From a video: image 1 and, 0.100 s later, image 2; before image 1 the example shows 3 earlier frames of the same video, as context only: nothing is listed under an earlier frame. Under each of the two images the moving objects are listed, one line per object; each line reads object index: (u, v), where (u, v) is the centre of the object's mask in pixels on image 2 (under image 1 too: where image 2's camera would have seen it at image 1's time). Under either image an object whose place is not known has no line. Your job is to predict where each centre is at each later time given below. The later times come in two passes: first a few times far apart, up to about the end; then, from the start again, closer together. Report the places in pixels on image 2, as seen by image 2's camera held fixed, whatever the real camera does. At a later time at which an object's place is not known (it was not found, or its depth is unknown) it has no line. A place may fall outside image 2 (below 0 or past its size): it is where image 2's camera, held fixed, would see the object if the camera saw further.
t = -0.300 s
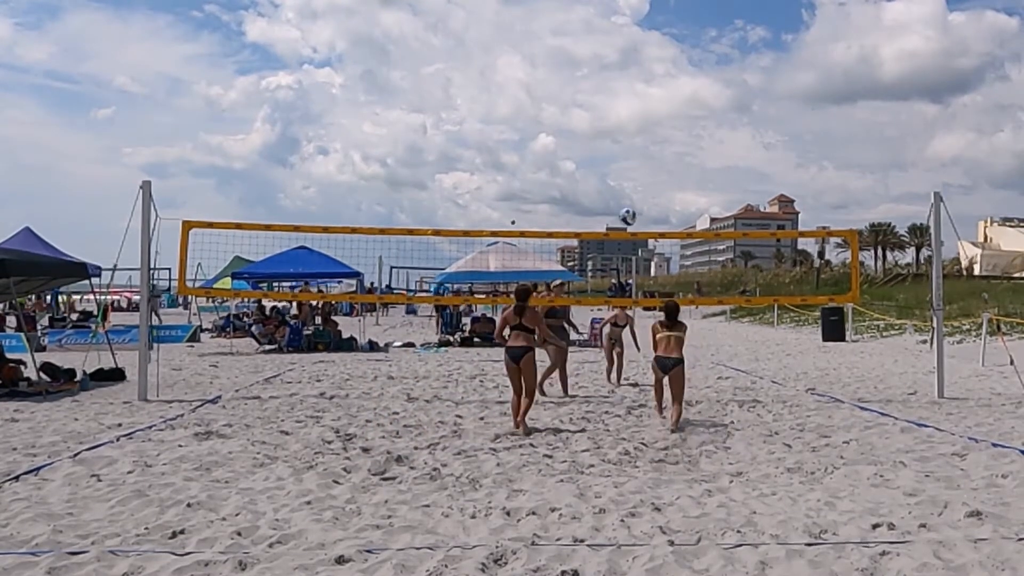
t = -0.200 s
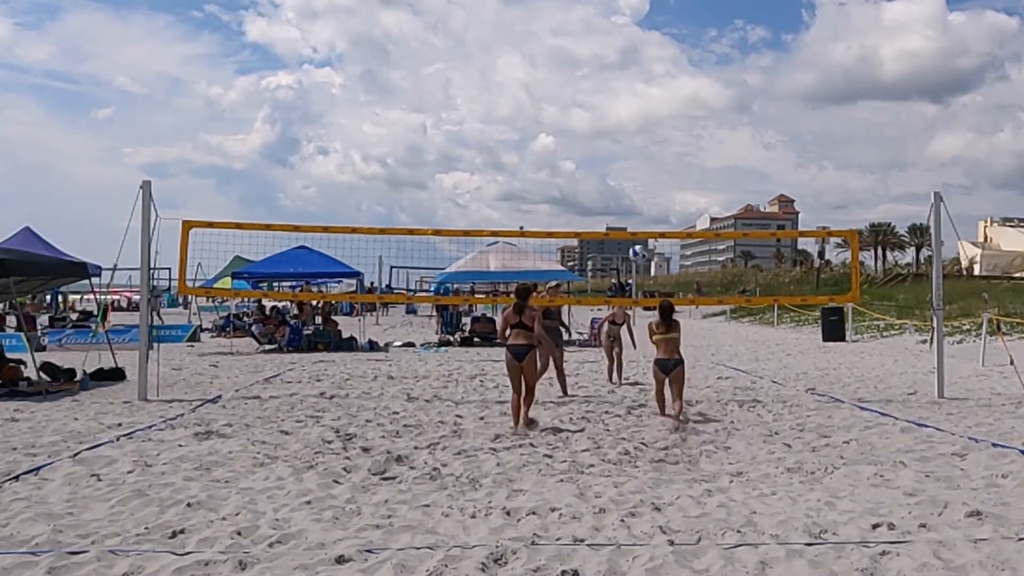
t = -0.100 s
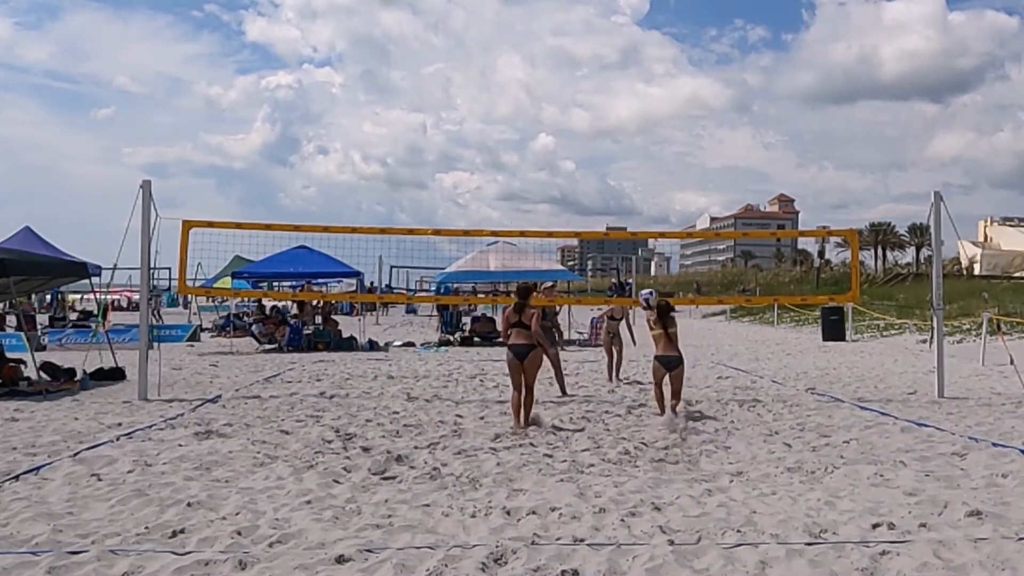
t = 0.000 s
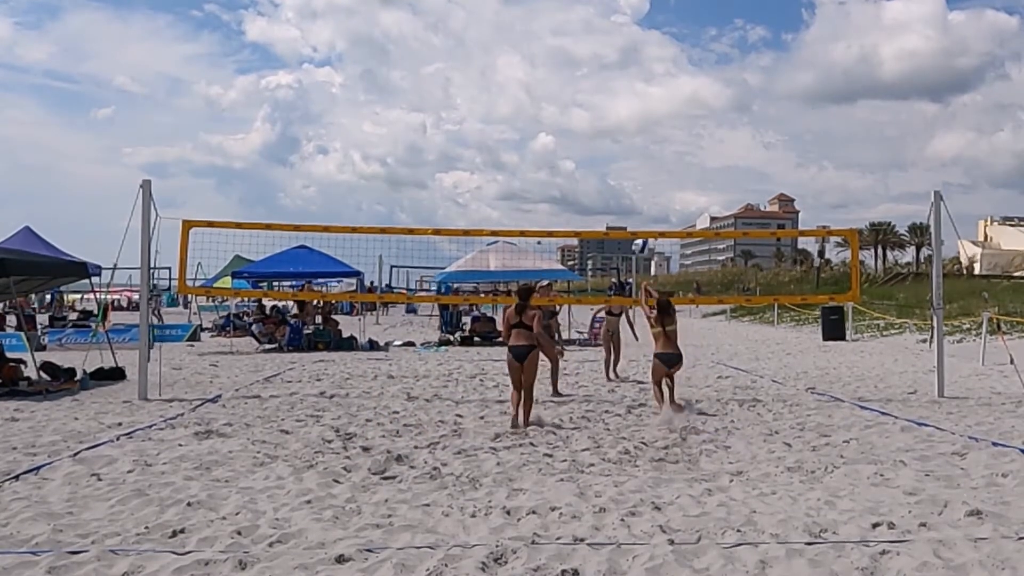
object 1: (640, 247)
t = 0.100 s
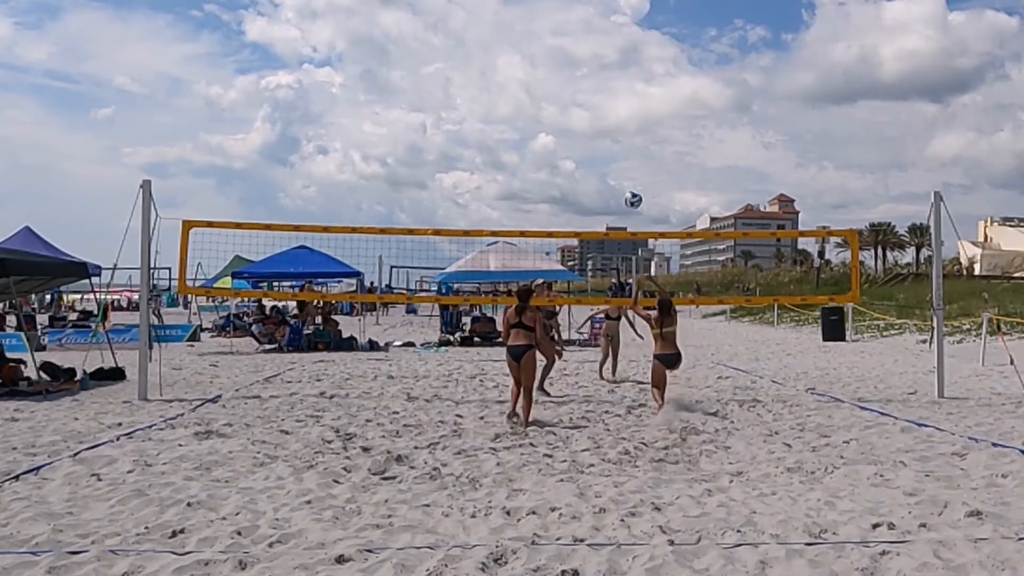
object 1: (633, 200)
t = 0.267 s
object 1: (621, 136)
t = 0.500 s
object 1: (601, 79)
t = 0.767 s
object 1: (577, 68)
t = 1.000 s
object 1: (553, 112)
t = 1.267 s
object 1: (526, 228)
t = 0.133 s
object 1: (631, 186)
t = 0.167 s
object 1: (628, 172)
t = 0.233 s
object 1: (623, 146)
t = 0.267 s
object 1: (621, 136)
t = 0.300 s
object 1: (617, 124)
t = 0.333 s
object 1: (614, 115)
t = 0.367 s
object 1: (612, 105)
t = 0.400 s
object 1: (609, 98)
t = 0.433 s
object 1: (606, 91)
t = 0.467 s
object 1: (604, 84)
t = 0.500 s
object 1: (601, 79)
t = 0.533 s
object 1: (598, 74)
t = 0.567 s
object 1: (595, 70)
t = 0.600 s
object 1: (592, 67)
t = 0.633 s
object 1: (589, 65)
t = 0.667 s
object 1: (585, 65)
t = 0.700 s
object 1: (582, 65)
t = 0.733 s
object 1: (580, 66)
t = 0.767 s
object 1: (577, 68)
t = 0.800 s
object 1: (573, 71)
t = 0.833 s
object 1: (570, 76)
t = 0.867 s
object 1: (567, 80)
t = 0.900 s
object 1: (564, 86)
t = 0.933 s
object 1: (561, 93)
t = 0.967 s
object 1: (557, 102)
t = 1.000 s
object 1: (553, 112)
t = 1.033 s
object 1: (551, 122)
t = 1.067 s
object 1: (547, 134)
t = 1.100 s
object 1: (544, 147)
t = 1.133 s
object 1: (540, 161)
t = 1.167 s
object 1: (536, 175)
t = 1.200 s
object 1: (533, 192)
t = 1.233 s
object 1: (529, 210)
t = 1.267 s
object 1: (526, 228)
